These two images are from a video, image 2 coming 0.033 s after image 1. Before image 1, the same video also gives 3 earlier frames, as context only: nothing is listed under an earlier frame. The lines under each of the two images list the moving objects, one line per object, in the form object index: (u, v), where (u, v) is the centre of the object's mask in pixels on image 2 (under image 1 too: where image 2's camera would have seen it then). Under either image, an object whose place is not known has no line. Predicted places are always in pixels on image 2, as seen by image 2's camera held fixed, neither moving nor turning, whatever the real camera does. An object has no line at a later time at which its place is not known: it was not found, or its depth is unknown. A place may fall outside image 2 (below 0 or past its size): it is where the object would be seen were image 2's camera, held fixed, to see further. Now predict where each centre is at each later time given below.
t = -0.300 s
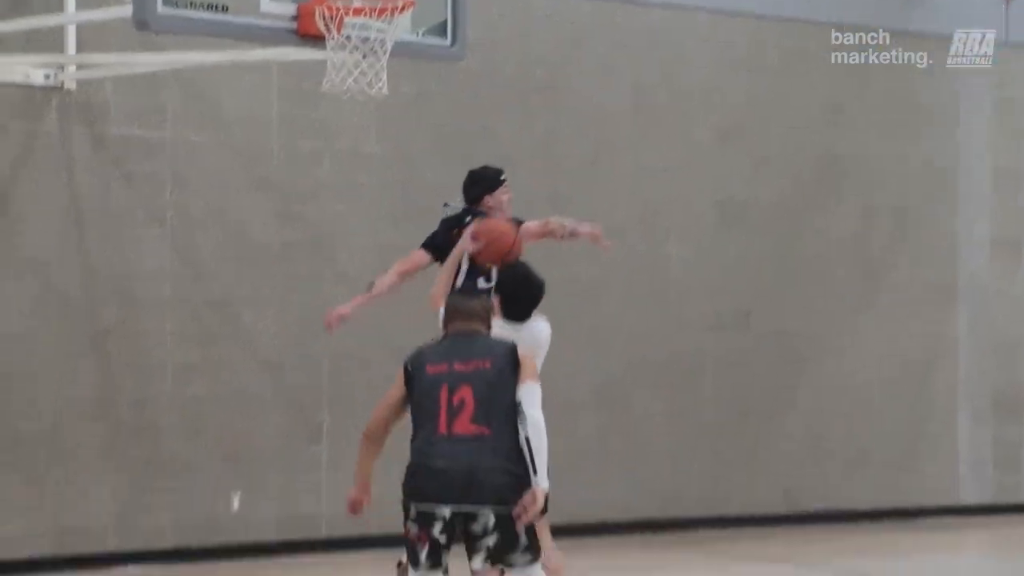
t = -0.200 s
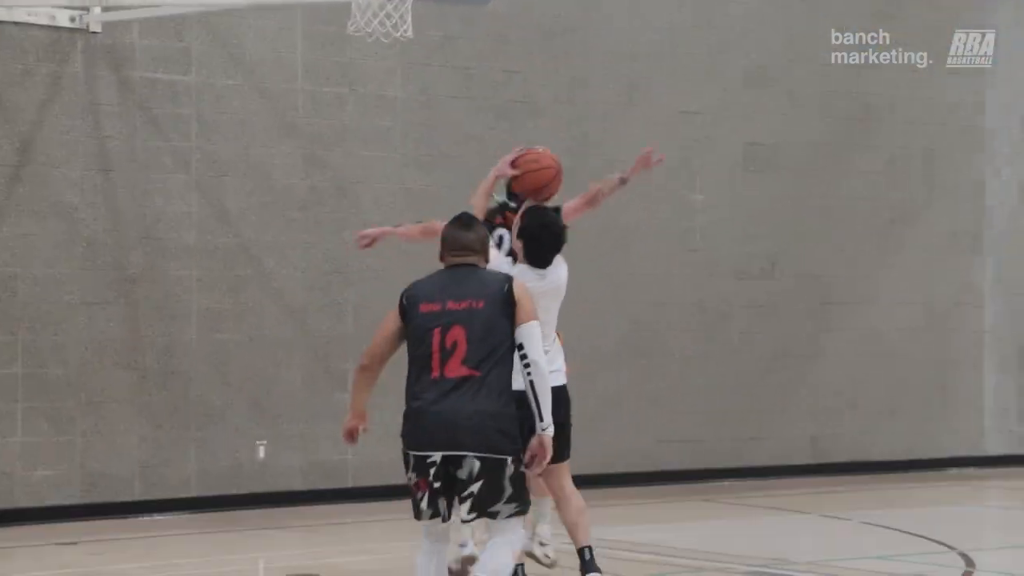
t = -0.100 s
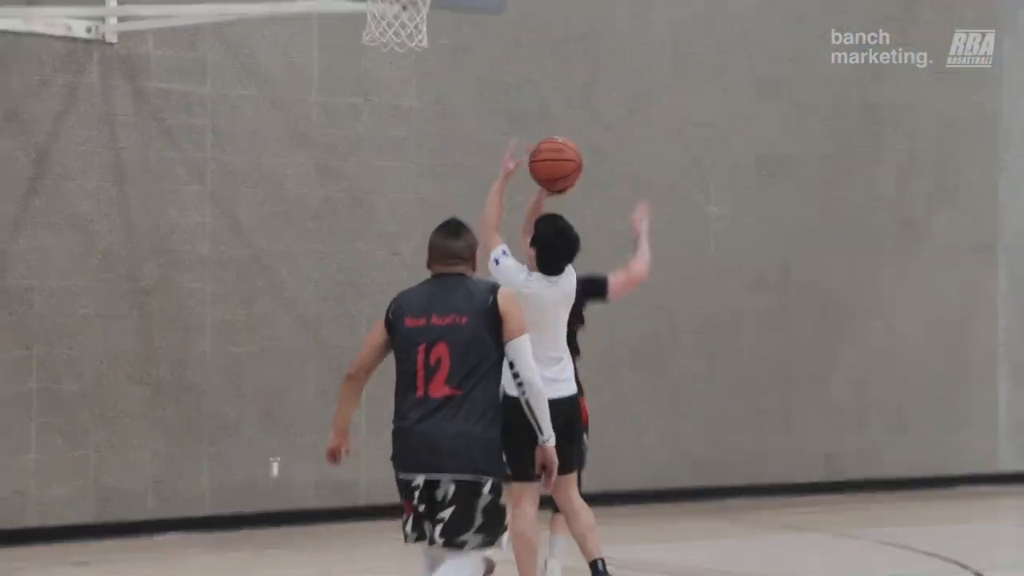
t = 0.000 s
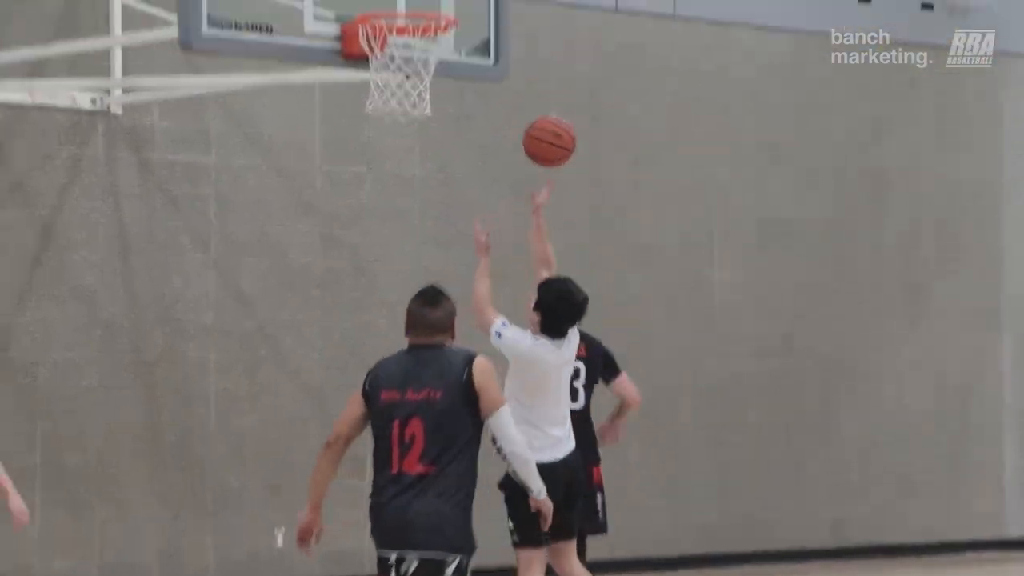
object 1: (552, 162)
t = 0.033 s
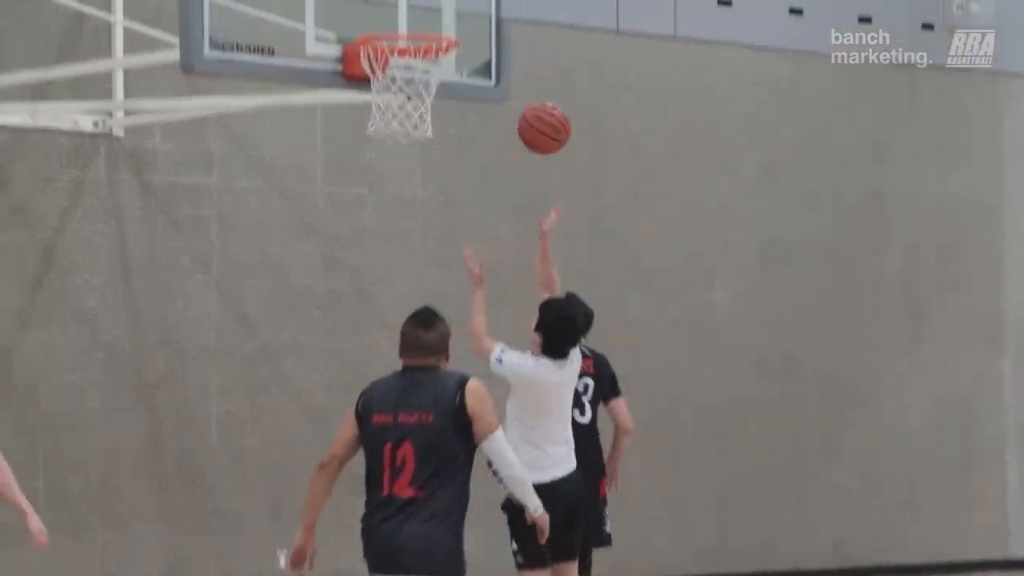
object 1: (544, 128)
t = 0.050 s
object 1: (541, 112)
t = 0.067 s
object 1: (538, 97)
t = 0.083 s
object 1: (536, 81)
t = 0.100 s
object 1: (532, 67)
